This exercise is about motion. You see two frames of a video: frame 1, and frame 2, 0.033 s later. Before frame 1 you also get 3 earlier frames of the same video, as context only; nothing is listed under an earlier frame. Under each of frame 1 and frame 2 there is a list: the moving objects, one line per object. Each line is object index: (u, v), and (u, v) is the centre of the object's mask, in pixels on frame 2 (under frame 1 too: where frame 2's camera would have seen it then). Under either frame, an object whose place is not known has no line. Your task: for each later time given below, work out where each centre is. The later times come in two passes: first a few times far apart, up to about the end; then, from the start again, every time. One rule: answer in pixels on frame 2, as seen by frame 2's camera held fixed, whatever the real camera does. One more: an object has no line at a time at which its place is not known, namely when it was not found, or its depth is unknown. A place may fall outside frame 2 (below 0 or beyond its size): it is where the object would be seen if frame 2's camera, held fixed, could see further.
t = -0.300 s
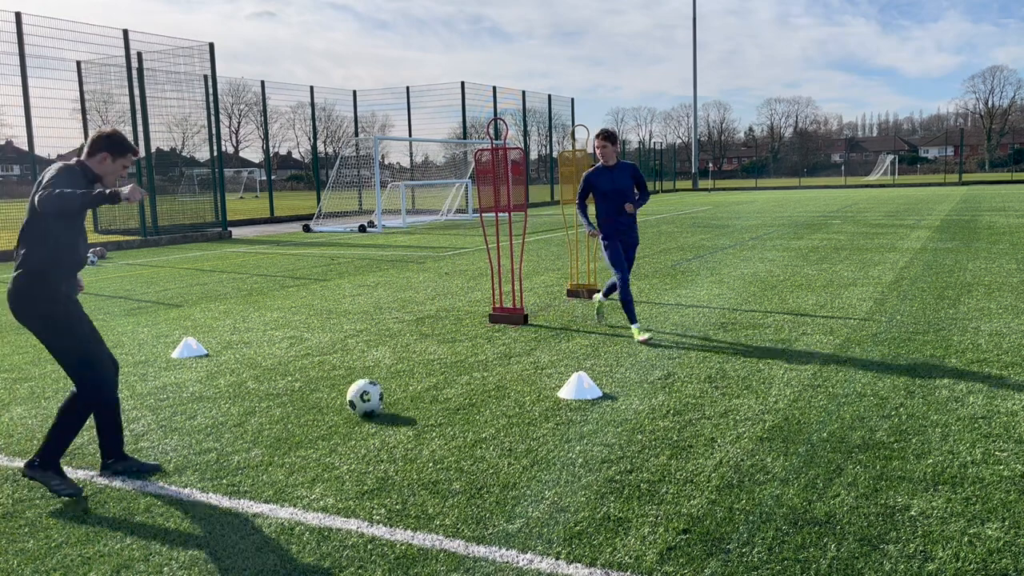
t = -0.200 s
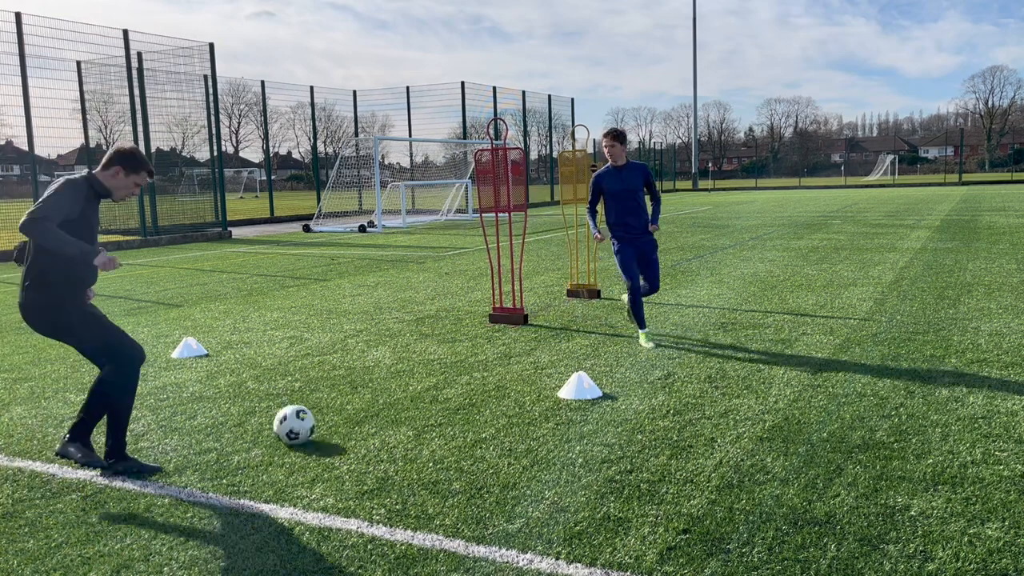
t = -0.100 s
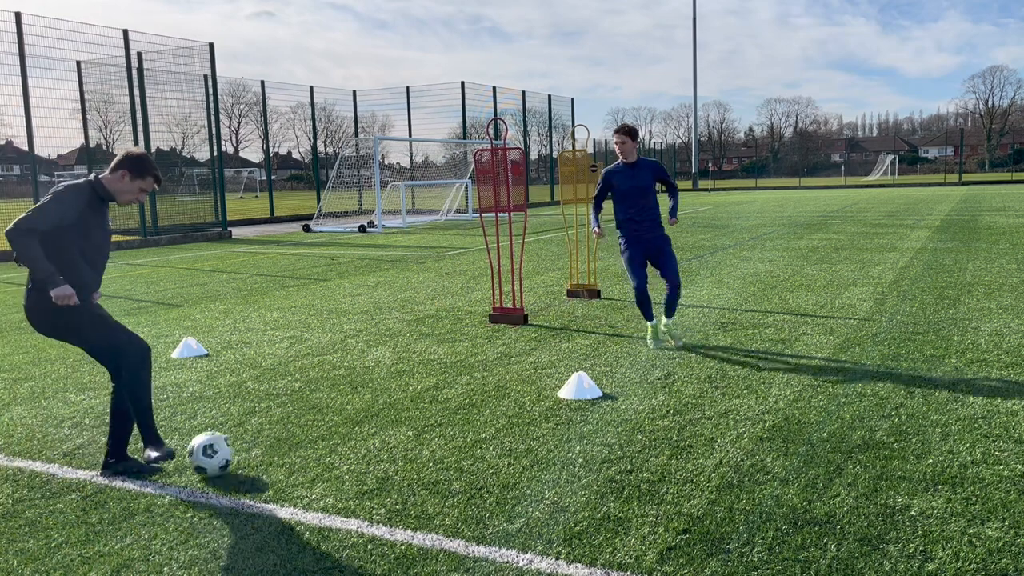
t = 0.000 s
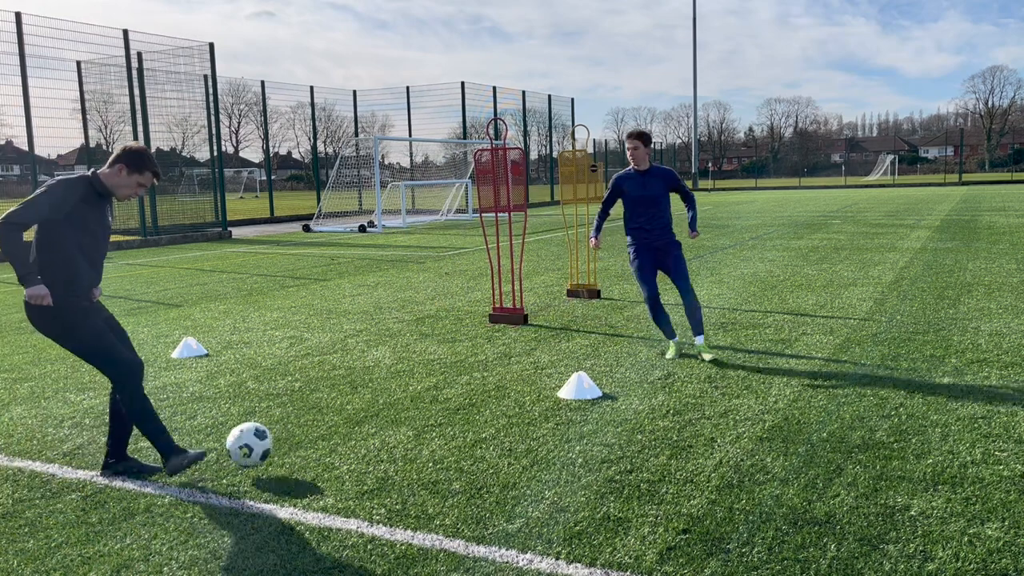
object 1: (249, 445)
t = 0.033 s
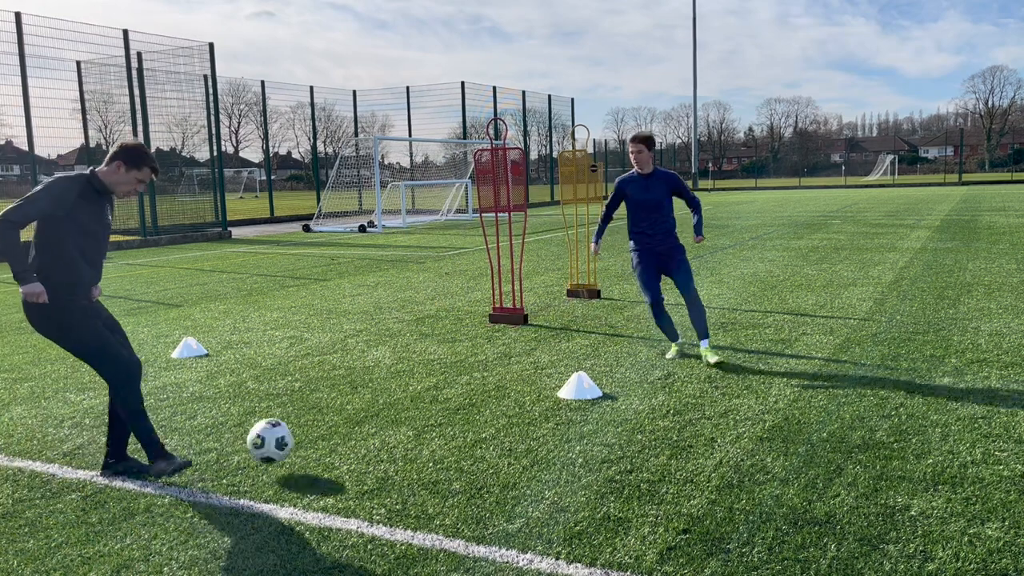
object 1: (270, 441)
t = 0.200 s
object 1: (369, 440)
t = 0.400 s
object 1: (474, 431)
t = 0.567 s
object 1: (556, 424)
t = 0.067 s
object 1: (290, 440)
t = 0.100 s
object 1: (310, 440)
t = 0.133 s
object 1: (330, 442)
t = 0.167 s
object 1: (350, 445)
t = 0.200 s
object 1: (369, 440)
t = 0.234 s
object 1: (387, 436)
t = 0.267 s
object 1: (405, 436)
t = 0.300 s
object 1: (422, 435)
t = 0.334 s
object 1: (440, 436)
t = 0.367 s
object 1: (457, 433)
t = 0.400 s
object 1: (474, 431)
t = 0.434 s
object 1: (492, 430)
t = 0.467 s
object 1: (508, 428)
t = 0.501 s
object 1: (524, 427)
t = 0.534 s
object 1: (539, 426)
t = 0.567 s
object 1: (556, 424)
